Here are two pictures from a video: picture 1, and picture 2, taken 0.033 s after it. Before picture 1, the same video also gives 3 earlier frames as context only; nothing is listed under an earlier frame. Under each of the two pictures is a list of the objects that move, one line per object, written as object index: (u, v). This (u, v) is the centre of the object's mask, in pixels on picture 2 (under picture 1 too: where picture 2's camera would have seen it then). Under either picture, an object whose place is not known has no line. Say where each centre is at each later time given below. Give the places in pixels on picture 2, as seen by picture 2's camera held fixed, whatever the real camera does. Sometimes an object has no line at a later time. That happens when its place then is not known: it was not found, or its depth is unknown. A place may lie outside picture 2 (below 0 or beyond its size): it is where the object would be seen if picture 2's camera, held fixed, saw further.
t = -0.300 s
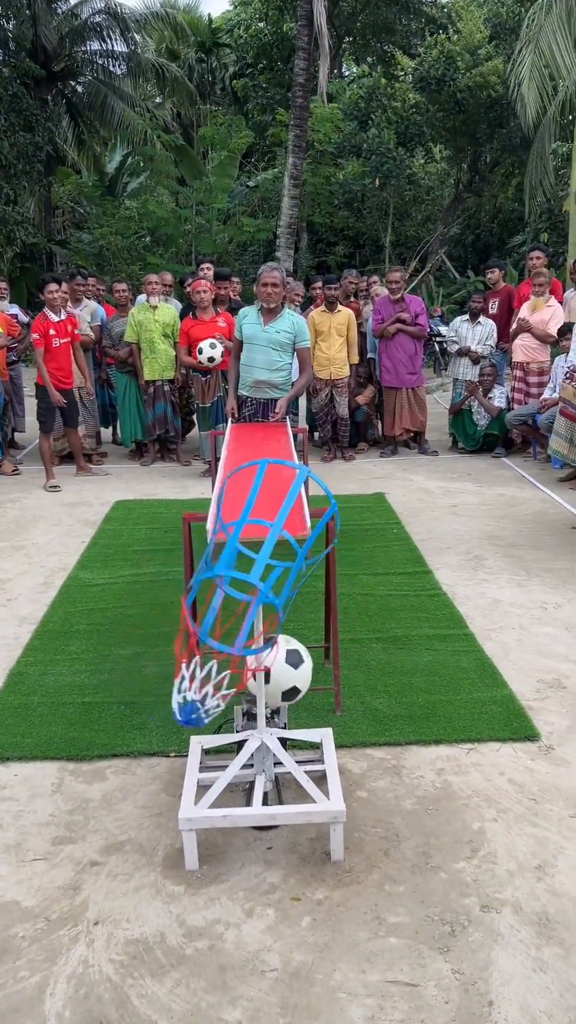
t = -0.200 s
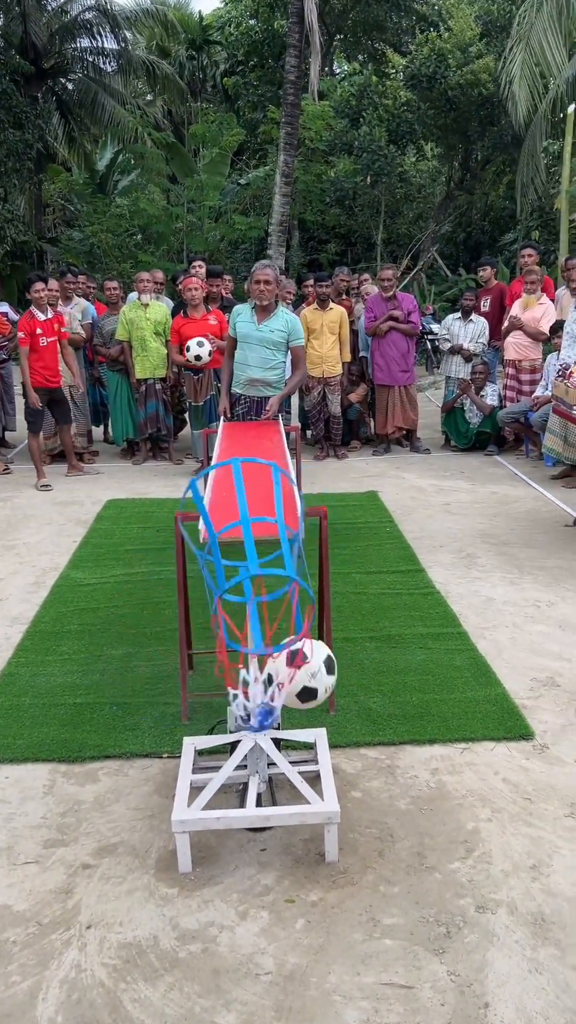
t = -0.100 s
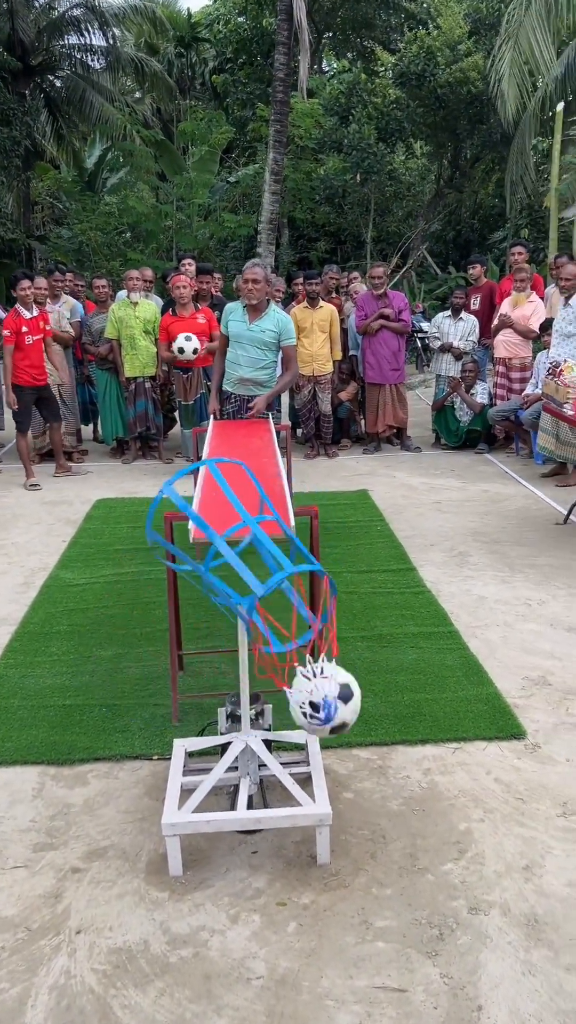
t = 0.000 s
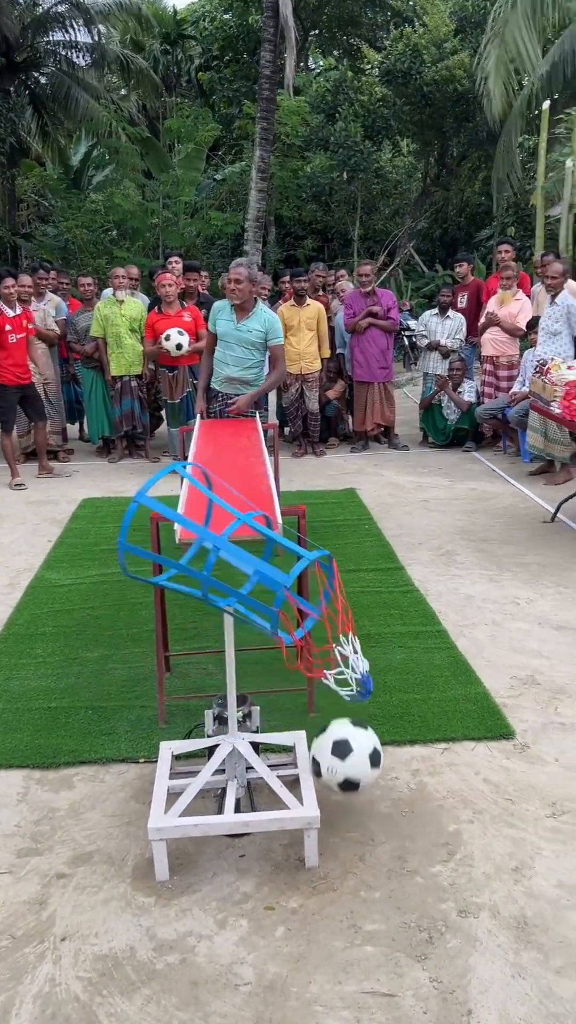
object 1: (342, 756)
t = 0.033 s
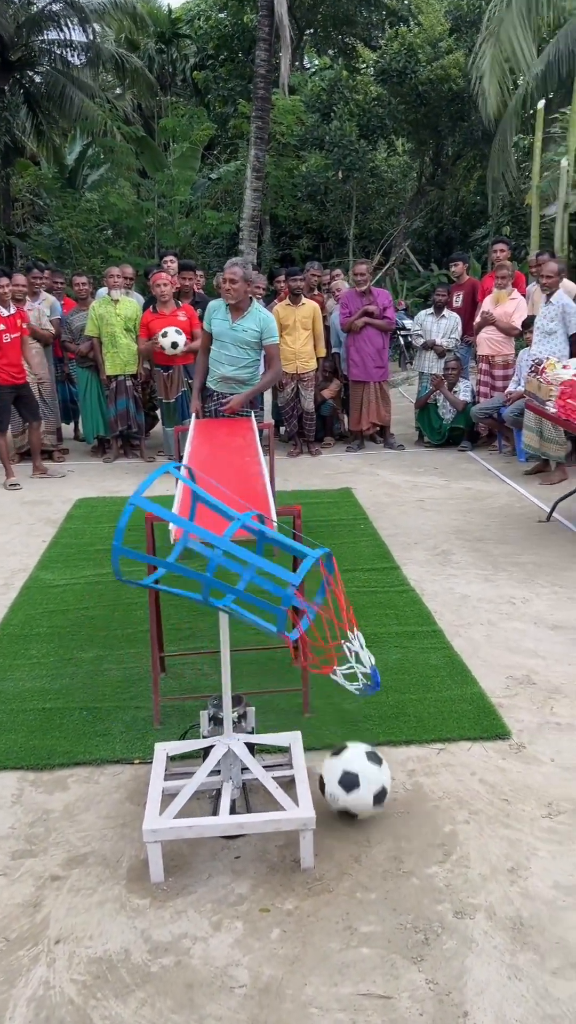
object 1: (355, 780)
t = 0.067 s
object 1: (366, 778)
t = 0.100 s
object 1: (377, 764)
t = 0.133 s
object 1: (388, 755)
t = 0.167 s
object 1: (399, 749)
